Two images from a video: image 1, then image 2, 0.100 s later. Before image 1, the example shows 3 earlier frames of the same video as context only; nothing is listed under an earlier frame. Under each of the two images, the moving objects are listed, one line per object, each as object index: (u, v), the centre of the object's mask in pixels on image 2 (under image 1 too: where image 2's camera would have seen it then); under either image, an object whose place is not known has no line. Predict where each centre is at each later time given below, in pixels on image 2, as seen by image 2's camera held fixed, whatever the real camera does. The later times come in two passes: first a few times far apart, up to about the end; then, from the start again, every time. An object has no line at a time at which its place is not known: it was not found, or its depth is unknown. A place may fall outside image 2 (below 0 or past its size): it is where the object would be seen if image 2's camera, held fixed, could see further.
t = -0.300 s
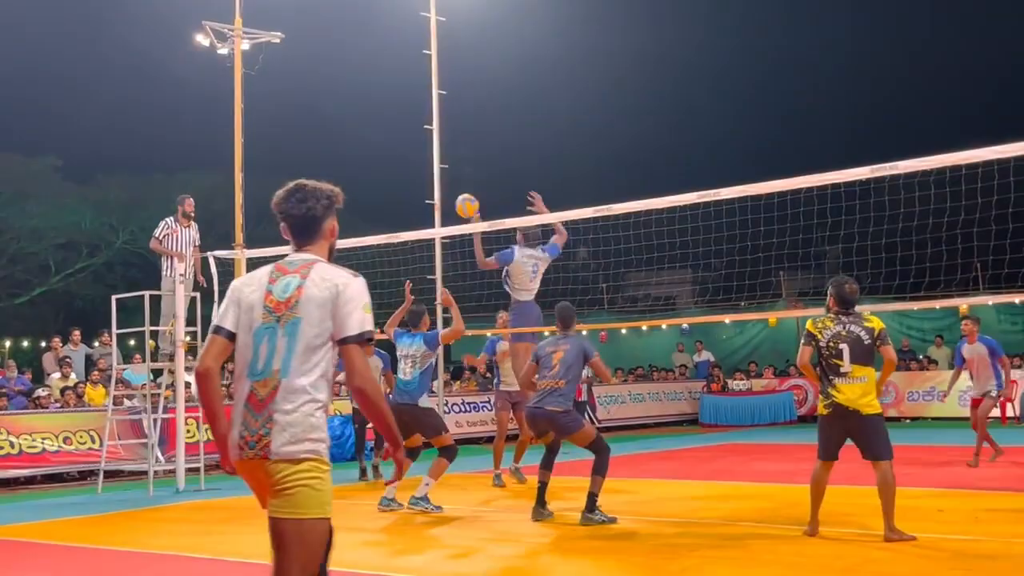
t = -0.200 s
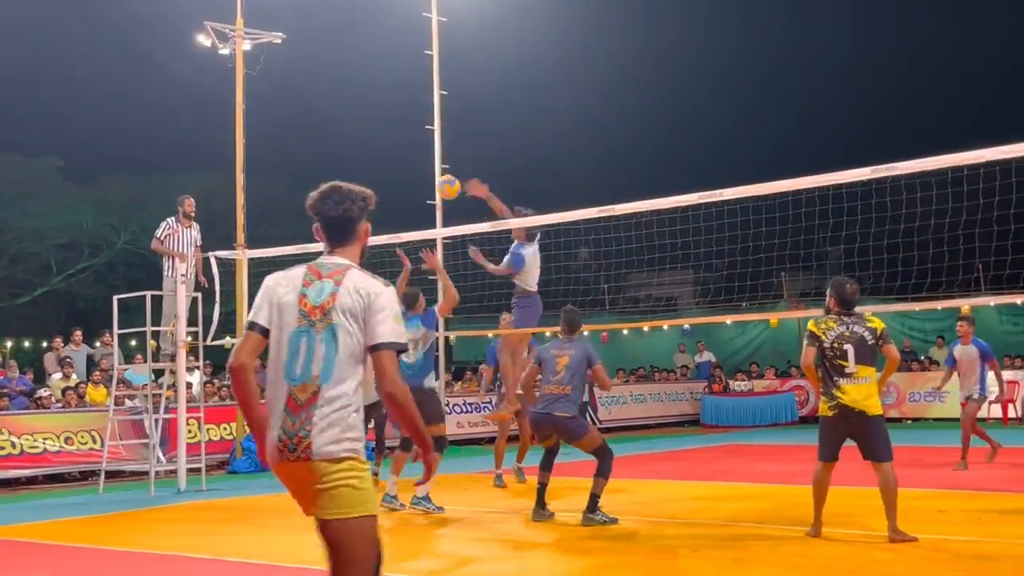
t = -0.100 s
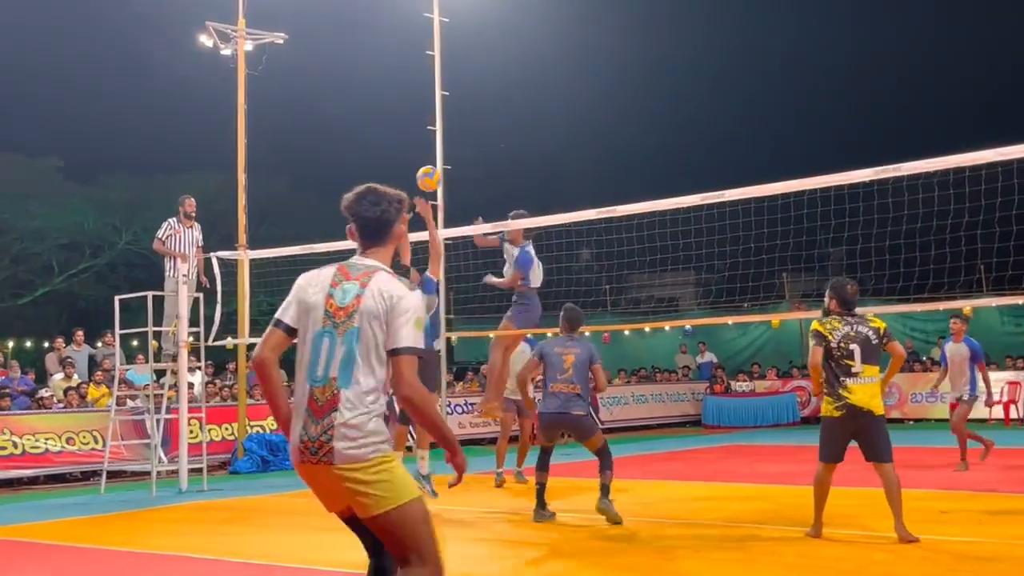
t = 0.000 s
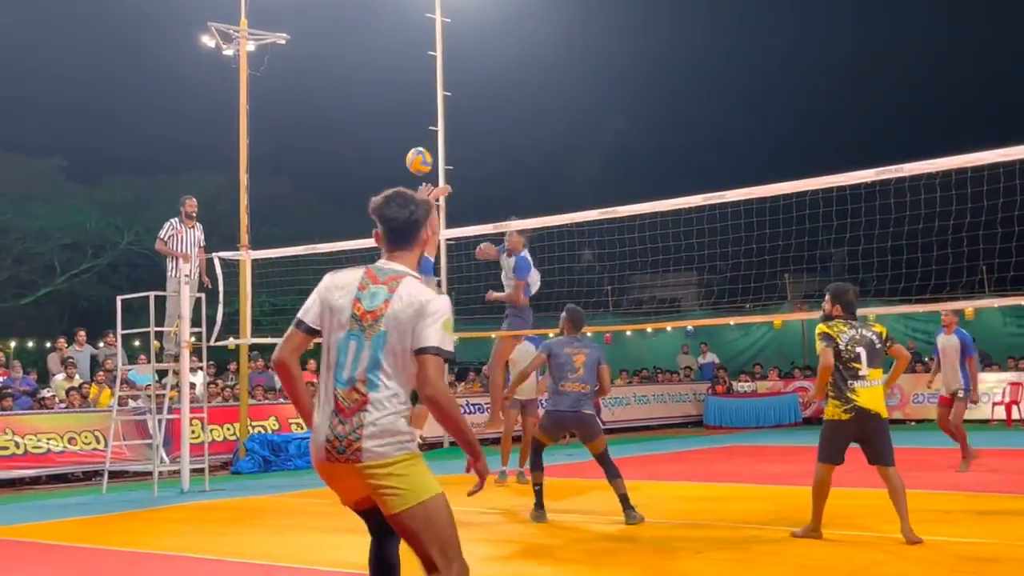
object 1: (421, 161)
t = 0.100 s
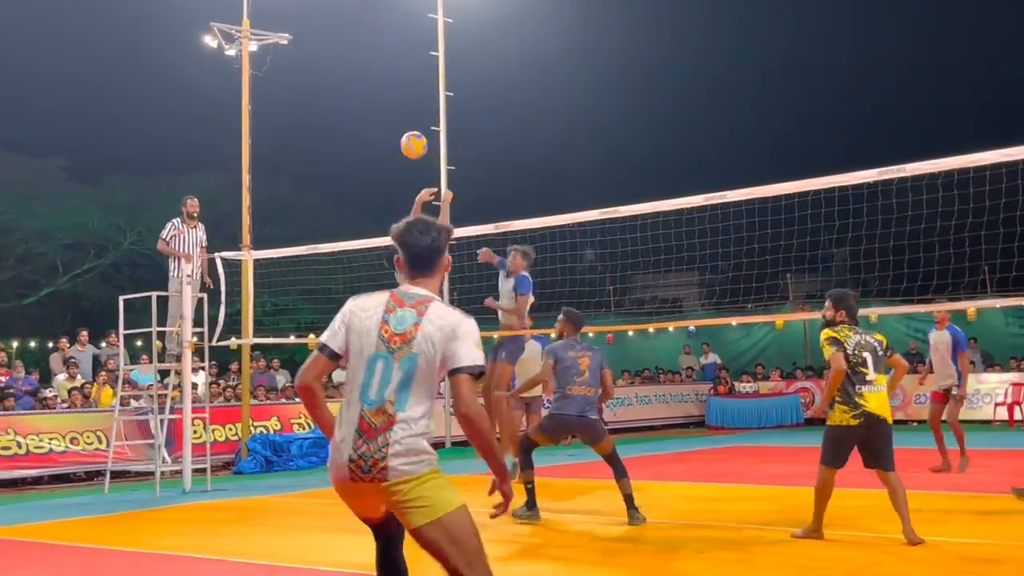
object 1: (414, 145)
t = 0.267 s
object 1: (401, 143)
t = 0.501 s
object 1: (384, 205)
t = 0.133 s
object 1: (411, 142)
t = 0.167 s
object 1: (409, 140)
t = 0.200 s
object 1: (406, 139)
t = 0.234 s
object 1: (404, 141)
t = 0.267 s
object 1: (401, 143)
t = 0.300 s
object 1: (399, 147)
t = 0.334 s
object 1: (397, 153)
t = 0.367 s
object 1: (394, 159)
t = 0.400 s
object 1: (392, 168)
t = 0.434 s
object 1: (389, 178)
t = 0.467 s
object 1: (387, 190)
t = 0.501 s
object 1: (384, 205)
